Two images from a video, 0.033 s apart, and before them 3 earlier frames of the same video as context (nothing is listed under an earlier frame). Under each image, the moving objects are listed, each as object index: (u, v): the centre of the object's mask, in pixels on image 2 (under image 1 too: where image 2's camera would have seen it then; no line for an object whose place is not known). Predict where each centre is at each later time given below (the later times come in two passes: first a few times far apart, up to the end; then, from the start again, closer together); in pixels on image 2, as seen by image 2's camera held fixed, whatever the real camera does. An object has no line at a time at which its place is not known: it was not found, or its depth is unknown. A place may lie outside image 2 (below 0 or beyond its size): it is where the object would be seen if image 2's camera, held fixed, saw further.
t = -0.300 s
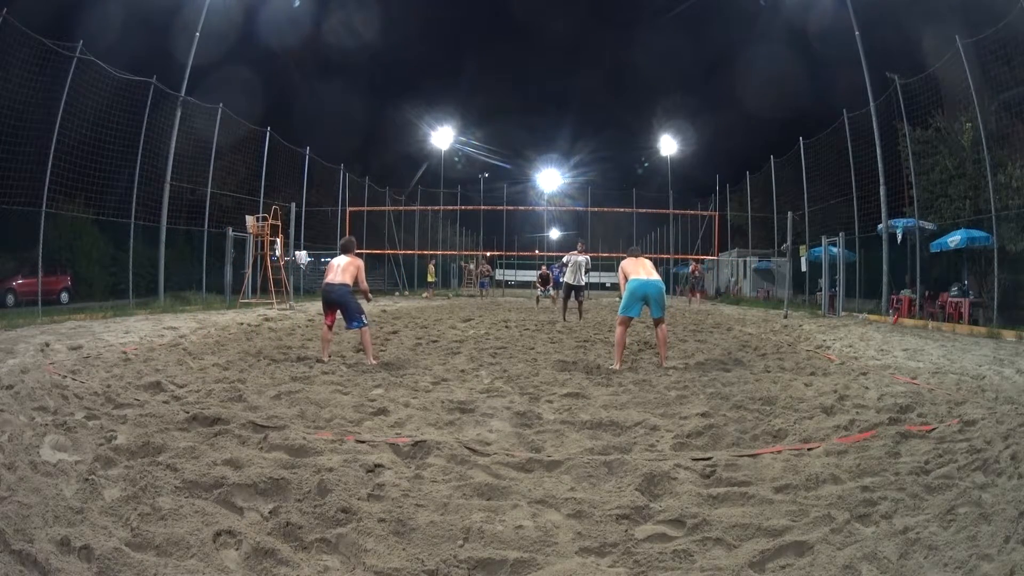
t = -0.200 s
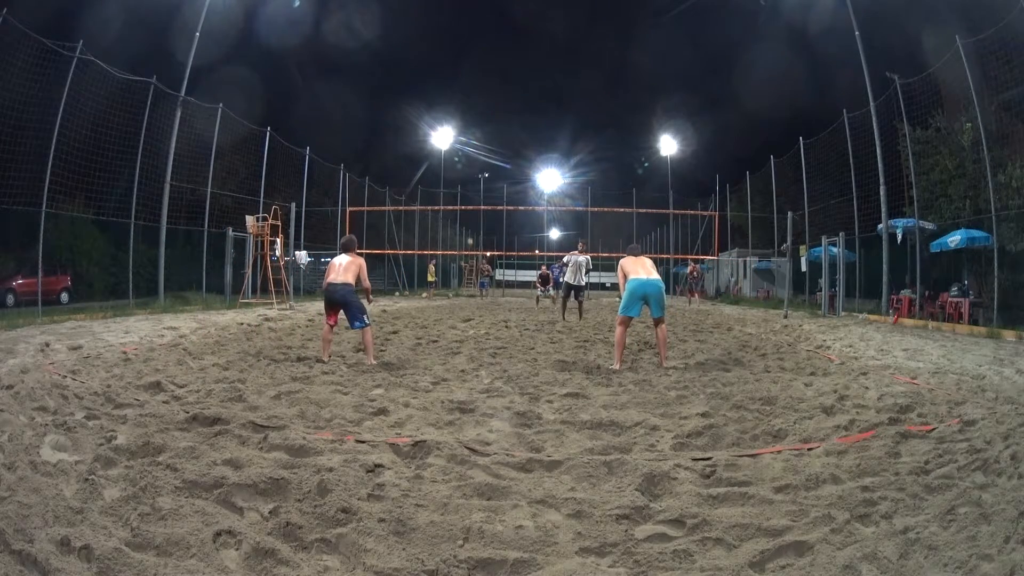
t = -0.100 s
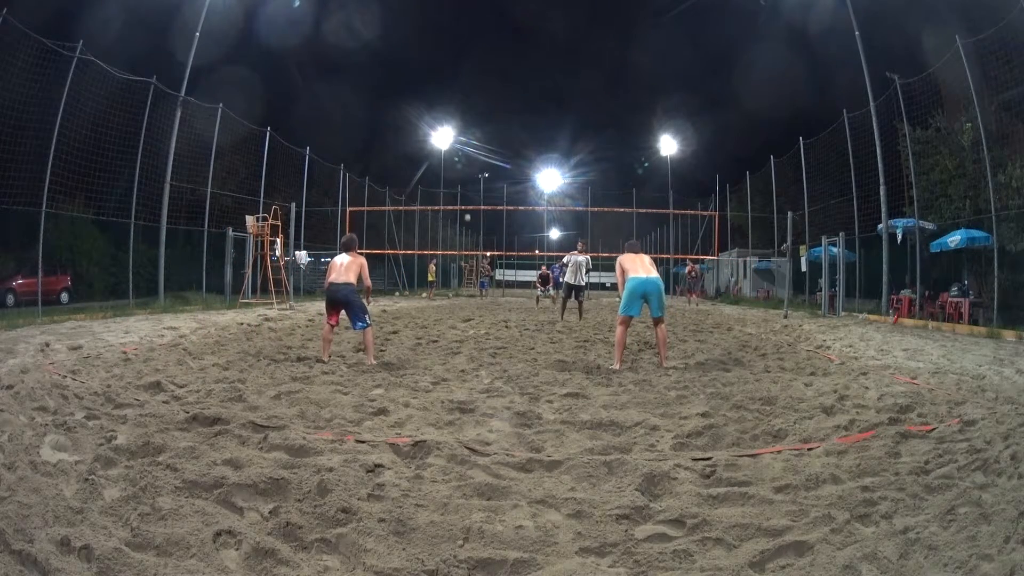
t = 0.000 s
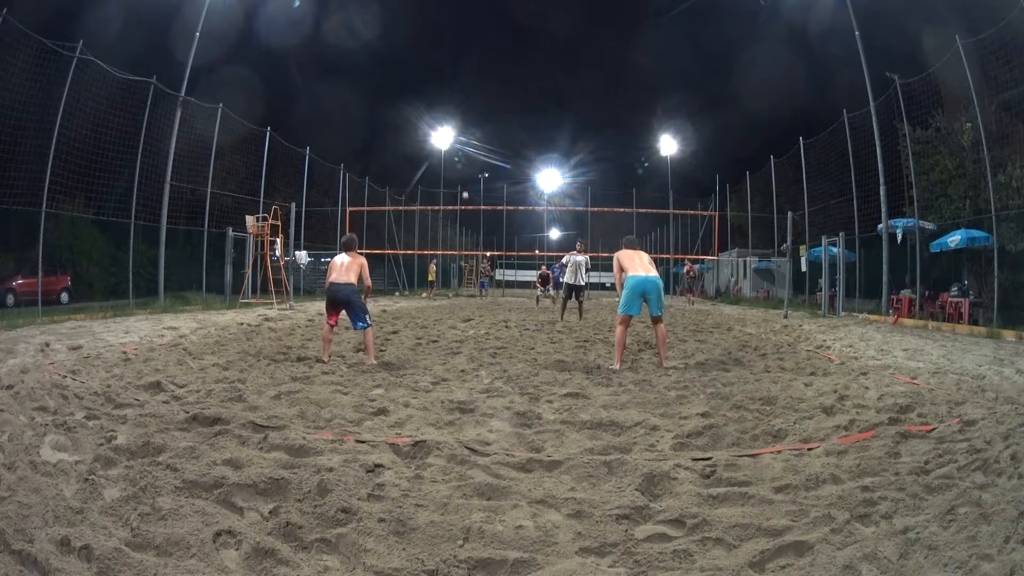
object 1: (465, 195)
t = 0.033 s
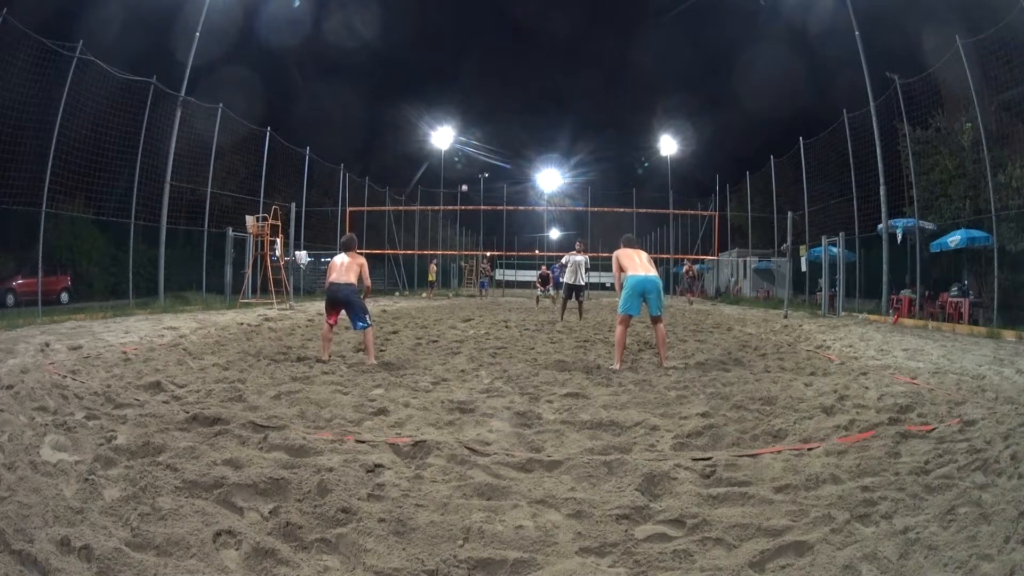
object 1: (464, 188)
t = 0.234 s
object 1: (460, 149)
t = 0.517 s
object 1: (452, 107)
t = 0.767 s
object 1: (444, 84)
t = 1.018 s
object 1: (432, 78)
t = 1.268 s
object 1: (415, 97)
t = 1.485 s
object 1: (393, 146)
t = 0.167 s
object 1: (462, 161)
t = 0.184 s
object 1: (461, 157)
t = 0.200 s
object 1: (461, 155)
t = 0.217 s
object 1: (460, 152)
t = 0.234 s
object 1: (460, 149)
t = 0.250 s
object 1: (459, 146)
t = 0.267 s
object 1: (459, 143)
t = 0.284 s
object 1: (459, 140)
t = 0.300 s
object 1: (458, 138)
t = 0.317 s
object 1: (457, 135)
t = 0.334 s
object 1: (457, 132)
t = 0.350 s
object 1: (457, 130)
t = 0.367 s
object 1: (456, 127)
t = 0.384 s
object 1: (456, 125)
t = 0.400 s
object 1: (455, 123)
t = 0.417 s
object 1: (455, 120)
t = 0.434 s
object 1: (455, 118)
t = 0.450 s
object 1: (454, 116)
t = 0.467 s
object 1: (454, 113)
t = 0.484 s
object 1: (453, 111)
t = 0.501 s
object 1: (453, 109)
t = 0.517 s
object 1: (452, 107)
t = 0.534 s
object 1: (452, 105)
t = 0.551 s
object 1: (451, 103)
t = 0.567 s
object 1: (451, 101)
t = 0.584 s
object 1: (450, 100)
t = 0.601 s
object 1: (450, 98)
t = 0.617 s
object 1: (449, 96)
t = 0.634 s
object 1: (448, 95)
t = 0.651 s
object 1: (448, 93)
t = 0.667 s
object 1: (447, 92)
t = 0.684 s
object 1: (447, 90)
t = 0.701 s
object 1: (446, 89)
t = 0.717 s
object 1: (446, 88)
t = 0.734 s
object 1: (445, 86)
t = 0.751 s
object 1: (444, 85)
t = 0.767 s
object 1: (444, 84)
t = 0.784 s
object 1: (443, 83)
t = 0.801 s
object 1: (443, 82)
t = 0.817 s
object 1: (442, 82)
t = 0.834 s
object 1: (441, 81)
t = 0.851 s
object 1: (441, 80)
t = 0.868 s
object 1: (440, 80)
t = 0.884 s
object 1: (439, 79)
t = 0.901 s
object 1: (438, 79)
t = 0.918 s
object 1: (438, 78)
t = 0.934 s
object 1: (437, 78)
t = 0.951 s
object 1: (436, 78)
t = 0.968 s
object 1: (435, 78)
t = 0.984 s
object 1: (434, 78)
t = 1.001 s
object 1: (433, 78)
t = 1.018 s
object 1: (432, 78)
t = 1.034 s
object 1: (431, 78)
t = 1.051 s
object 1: (430, 79)
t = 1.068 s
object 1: (429, 79)
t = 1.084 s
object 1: (428, 80)
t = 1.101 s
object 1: (427, 81)
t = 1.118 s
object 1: (426, 82)
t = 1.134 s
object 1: (425, 83)
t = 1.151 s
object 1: (424, 84)
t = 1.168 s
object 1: (422, 85)
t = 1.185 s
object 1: (421, 87)
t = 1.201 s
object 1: (420, 88)
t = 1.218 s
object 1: (419, 90)
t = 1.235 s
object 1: (417, 92)
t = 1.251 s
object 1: (416, 94)
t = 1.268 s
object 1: (415, 97)
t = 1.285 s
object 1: (413, 99)
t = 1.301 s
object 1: (412, 102)
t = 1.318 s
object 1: (410, 105)
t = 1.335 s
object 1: (409, 108)
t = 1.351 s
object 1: (407, 111)
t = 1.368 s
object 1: (405, 114)
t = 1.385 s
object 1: (404, 118)
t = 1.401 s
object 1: (402, 122)
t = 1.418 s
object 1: (400, 126)
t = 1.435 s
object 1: (398, 131)
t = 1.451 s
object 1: (397, 135)
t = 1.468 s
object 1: (395, 141)
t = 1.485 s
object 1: (393, 146)
